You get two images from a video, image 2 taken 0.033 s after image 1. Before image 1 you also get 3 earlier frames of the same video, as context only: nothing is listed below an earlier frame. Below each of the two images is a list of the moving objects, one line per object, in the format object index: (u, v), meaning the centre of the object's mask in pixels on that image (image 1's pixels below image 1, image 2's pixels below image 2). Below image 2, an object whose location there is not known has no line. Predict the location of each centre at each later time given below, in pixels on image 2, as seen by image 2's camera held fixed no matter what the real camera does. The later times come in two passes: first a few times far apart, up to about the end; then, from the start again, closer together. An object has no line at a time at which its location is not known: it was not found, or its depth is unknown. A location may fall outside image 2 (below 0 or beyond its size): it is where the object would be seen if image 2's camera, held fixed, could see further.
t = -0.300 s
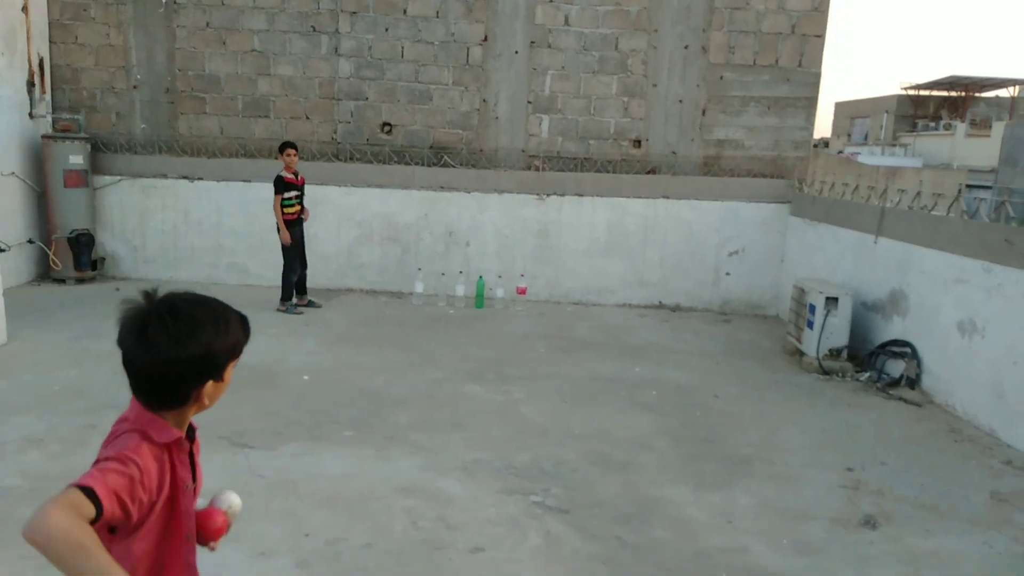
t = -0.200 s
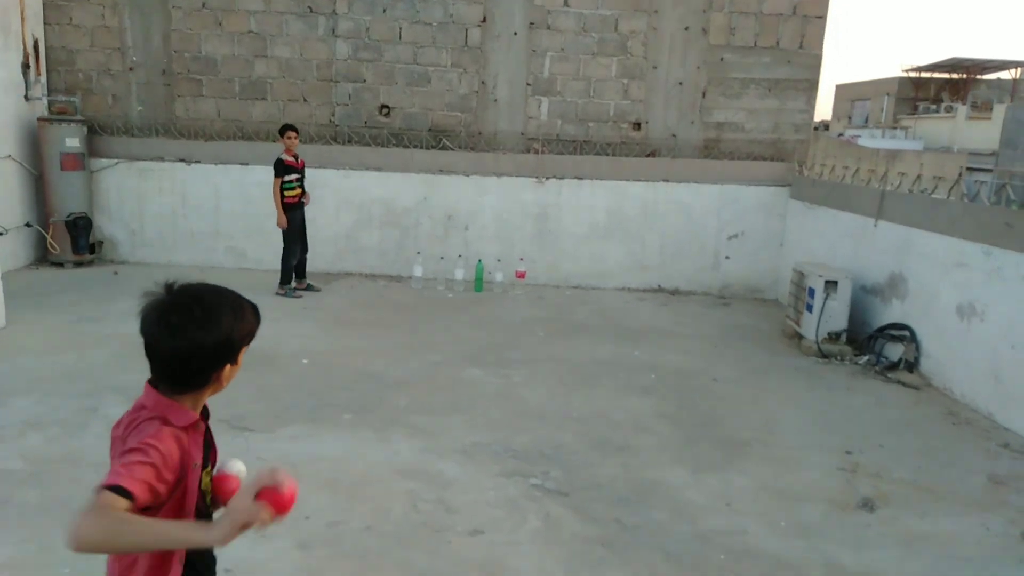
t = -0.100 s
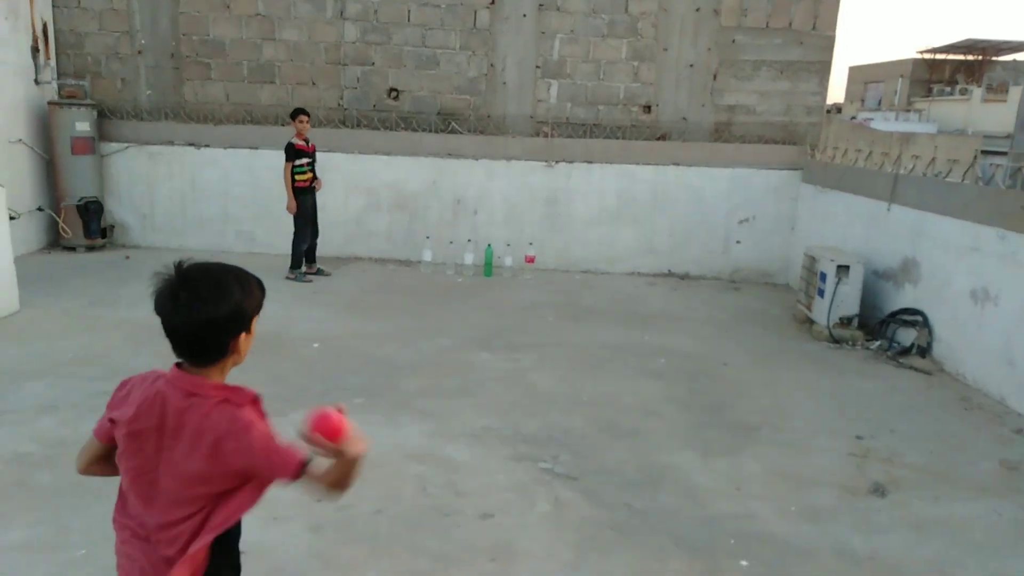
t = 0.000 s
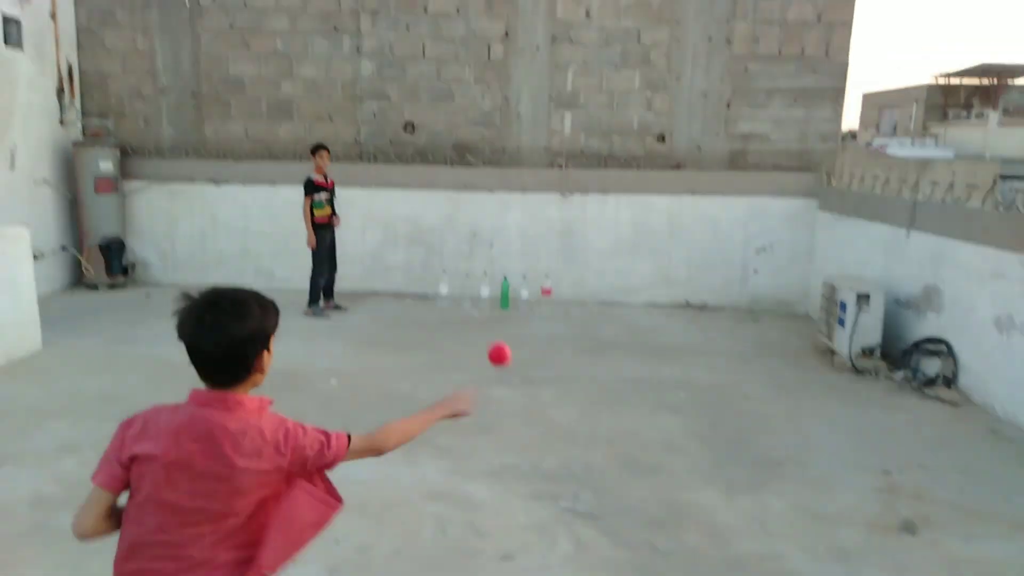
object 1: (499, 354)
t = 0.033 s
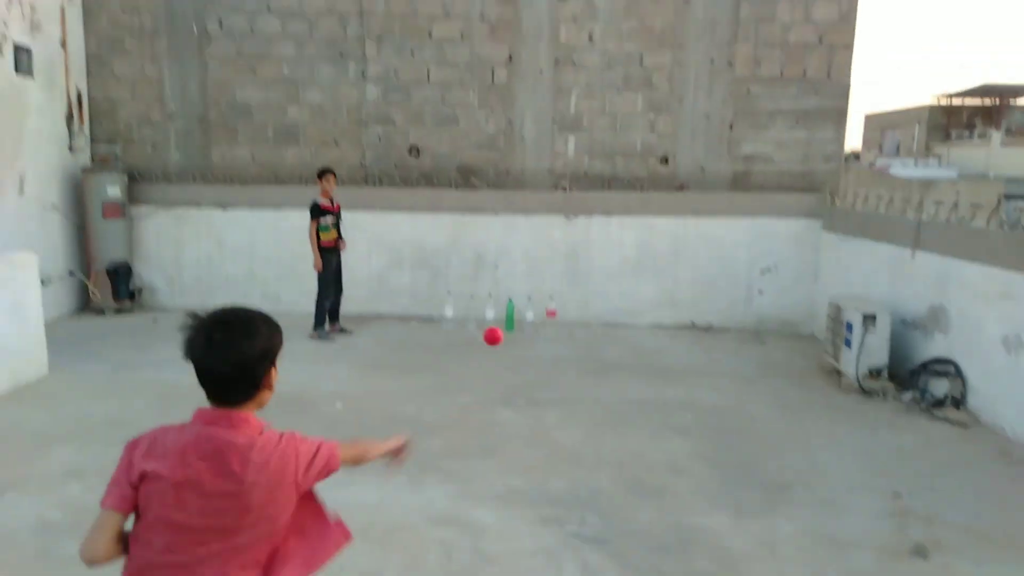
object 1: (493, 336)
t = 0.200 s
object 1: (468, 274)
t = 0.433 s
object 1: (460, 291)
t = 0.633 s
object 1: (456, 309)
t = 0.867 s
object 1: (456, 321)
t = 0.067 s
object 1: (484, 309)
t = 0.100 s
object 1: (478, 292)
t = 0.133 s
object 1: (474, 283)
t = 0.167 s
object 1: (470, 277)
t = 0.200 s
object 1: (468, 274)
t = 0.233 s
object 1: (466, 273)
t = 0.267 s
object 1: (464, 273)
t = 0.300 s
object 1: (463, 275)
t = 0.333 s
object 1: (462, 278)
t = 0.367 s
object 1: (461, 282)
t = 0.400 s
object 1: (460, 286)
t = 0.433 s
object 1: (460, 291)
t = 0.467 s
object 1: (455, 299)
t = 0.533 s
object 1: (453, 306)
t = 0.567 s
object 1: (453, 306)
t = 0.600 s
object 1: (454, 307)
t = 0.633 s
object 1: (456, 309)
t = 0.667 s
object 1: (458, 312)
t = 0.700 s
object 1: (458, 315)
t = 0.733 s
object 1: (458, 316)
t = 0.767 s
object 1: (457, 316)
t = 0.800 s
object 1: (457, 317)
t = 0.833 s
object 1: (457, 319)
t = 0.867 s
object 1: (456, 321)
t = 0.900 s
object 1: (456, 321)
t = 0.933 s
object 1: (456, 322)
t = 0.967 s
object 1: (456, 324)
